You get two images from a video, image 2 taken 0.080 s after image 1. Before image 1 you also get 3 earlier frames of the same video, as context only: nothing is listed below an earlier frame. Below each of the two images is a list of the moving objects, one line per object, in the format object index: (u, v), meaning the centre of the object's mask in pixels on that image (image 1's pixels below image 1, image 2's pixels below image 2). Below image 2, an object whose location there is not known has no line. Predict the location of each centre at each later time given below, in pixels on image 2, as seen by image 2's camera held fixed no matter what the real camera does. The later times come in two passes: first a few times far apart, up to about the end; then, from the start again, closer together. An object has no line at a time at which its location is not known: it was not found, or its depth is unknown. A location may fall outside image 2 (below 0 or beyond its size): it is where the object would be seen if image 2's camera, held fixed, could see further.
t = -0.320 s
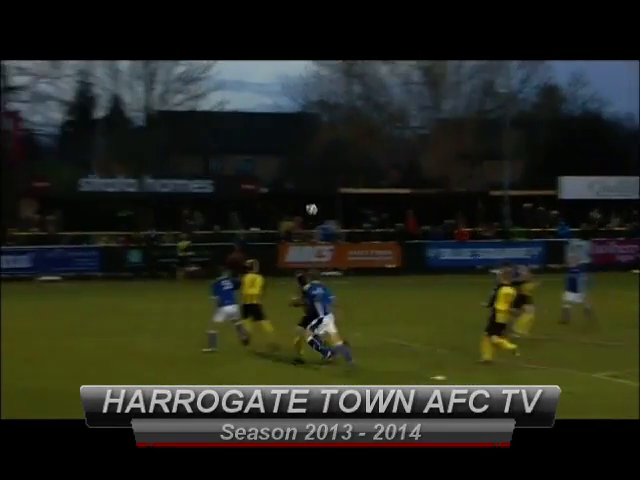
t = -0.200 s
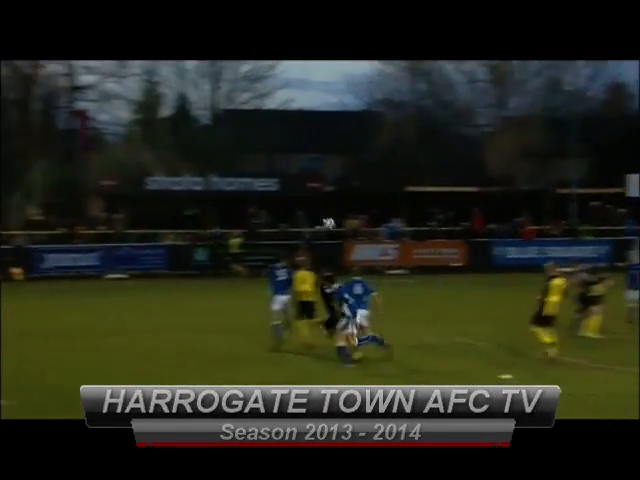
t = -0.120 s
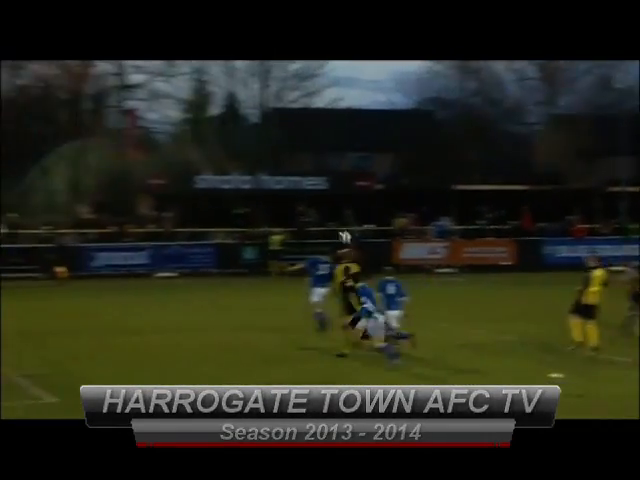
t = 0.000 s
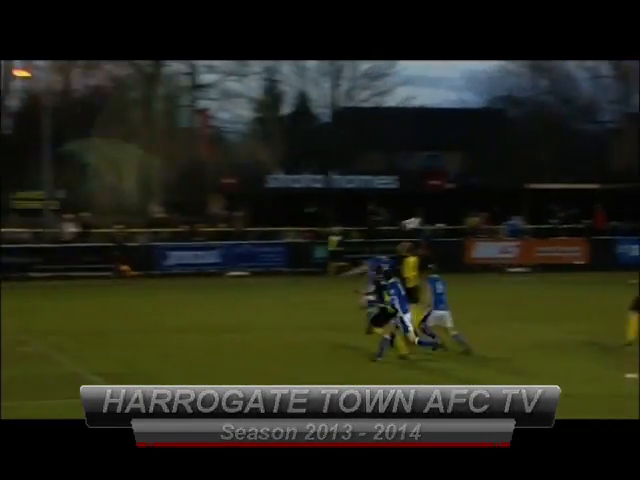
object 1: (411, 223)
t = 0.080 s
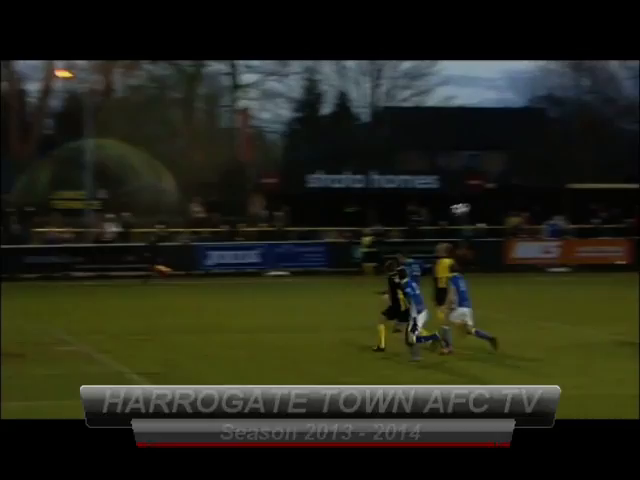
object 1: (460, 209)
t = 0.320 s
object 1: (480, 186)
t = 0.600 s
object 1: (506, 196)
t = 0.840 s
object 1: (528, 240)
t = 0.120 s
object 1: (463, 203)
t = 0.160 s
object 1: (466, 198)
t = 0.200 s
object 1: (469, 194)
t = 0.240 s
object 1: (473, 190)
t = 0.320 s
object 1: (480, 186)
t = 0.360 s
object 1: (484, 185)
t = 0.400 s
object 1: (487, 184)
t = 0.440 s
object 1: (491, 185)
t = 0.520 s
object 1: (498, 188)
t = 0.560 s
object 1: (502, 192)
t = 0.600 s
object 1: (506, 196)
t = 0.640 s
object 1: (510, 200)
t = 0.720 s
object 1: (517, 214)
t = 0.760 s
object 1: (521, 222)
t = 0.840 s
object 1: (528, 240)
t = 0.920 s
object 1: (535, 262)
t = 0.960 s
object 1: (539, 277)
